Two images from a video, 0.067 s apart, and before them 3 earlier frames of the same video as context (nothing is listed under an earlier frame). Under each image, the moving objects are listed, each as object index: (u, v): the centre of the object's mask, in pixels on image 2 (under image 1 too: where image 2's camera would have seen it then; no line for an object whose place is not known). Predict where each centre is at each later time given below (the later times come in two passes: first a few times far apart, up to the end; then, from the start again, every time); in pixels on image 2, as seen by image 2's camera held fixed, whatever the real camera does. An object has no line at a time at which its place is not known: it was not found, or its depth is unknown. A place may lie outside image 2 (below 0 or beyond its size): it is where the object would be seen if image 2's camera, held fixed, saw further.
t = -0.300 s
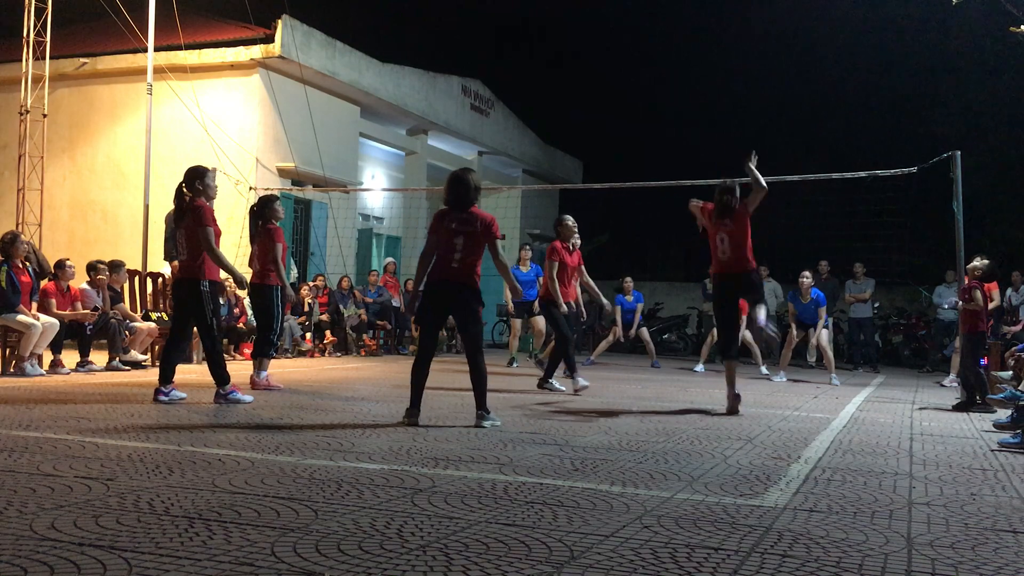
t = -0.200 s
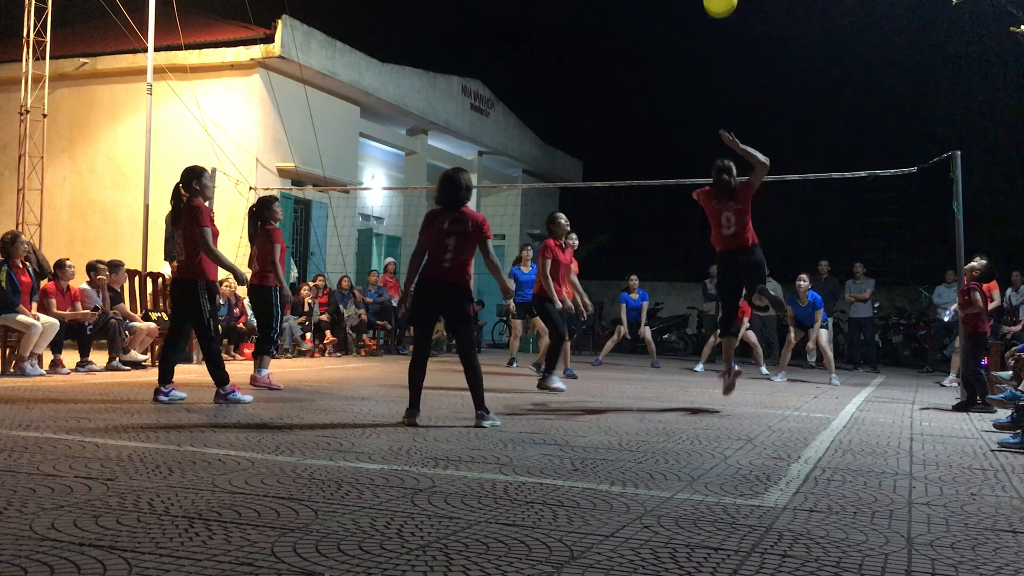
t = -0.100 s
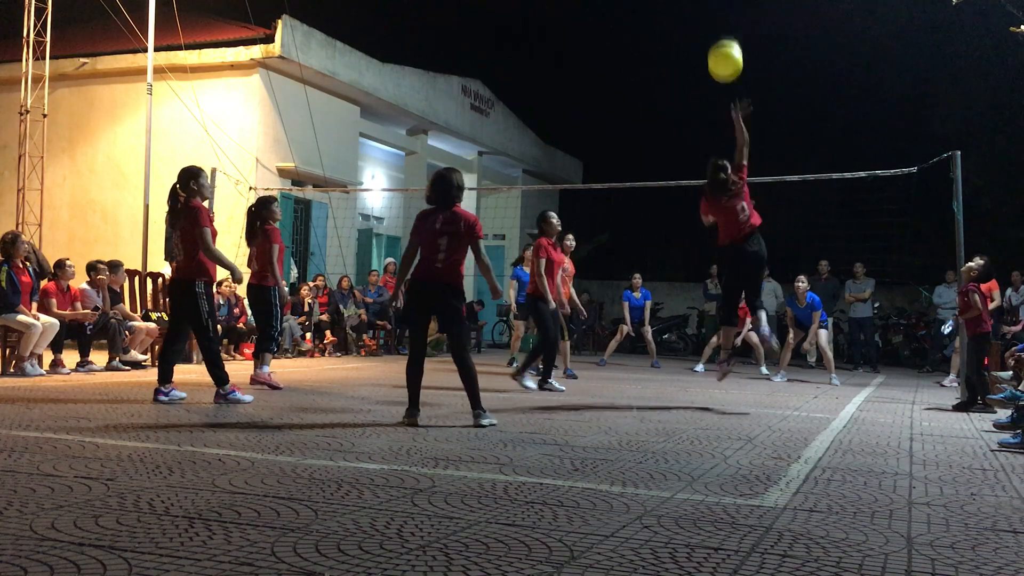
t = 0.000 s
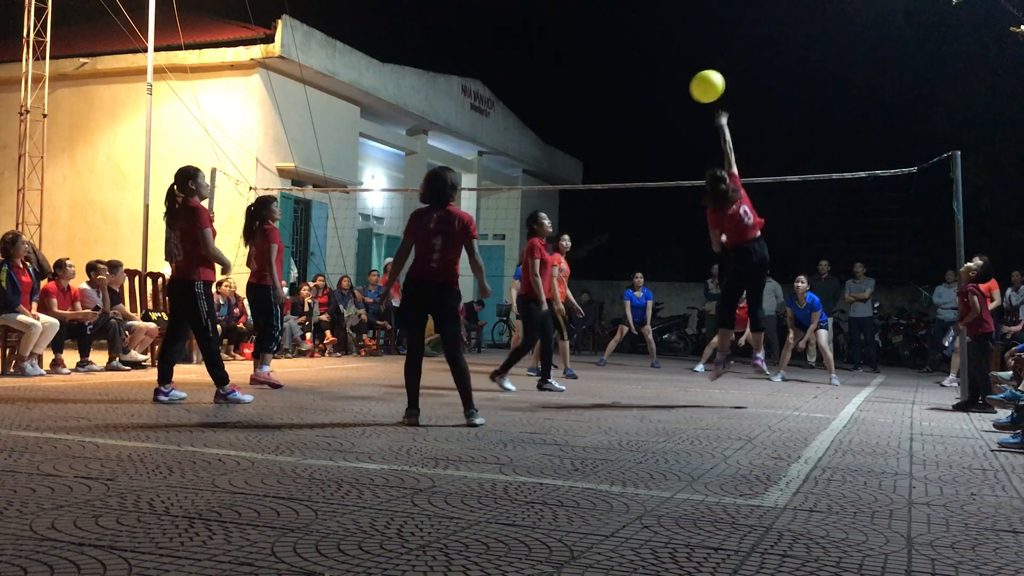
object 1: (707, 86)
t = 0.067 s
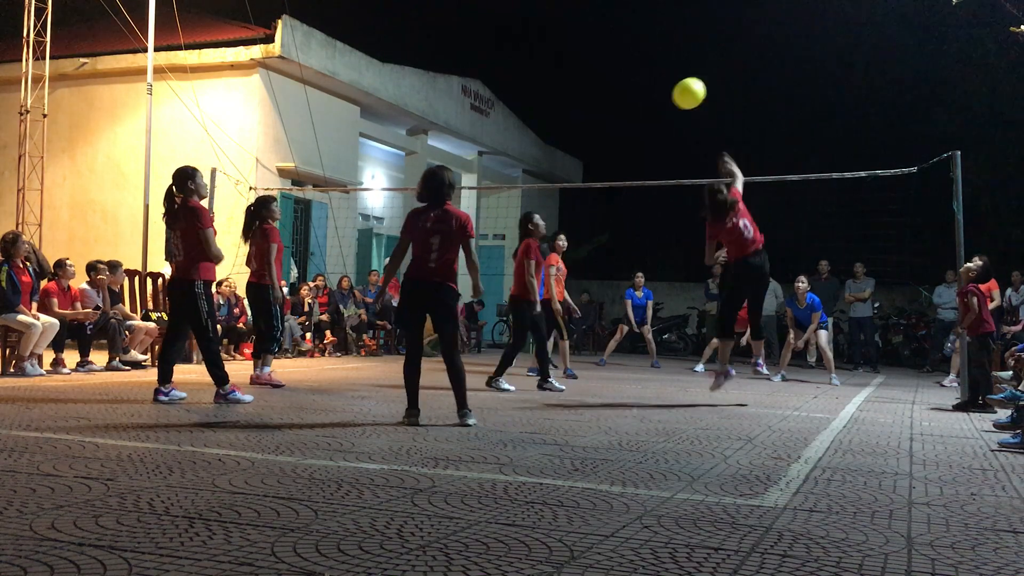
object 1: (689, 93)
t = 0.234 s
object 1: (655, 128)
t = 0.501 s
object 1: (613, 214)
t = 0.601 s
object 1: (601, 252)
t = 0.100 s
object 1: (680, 99)
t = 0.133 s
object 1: (674, 104)
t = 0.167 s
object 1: (667, 112)
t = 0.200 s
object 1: (661, 120)
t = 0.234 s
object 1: (655, 128)
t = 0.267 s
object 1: (649, 137)
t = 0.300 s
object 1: (643, 147)
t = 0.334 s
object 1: (638, 157)
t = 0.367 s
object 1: (633, 168)
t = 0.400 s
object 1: (628, 178)
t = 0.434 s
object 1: (623, 191)
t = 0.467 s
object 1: (617, 203)
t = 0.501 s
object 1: (613, 214)
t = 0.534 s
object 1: (609, 227)
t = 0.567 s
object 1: (605, 240)
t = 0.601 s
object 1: (601, 252)
